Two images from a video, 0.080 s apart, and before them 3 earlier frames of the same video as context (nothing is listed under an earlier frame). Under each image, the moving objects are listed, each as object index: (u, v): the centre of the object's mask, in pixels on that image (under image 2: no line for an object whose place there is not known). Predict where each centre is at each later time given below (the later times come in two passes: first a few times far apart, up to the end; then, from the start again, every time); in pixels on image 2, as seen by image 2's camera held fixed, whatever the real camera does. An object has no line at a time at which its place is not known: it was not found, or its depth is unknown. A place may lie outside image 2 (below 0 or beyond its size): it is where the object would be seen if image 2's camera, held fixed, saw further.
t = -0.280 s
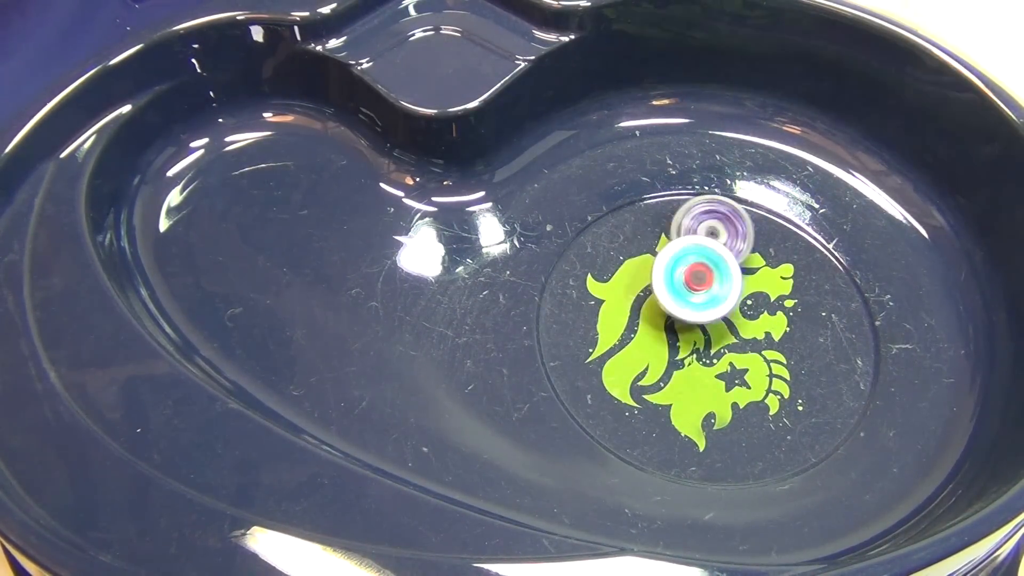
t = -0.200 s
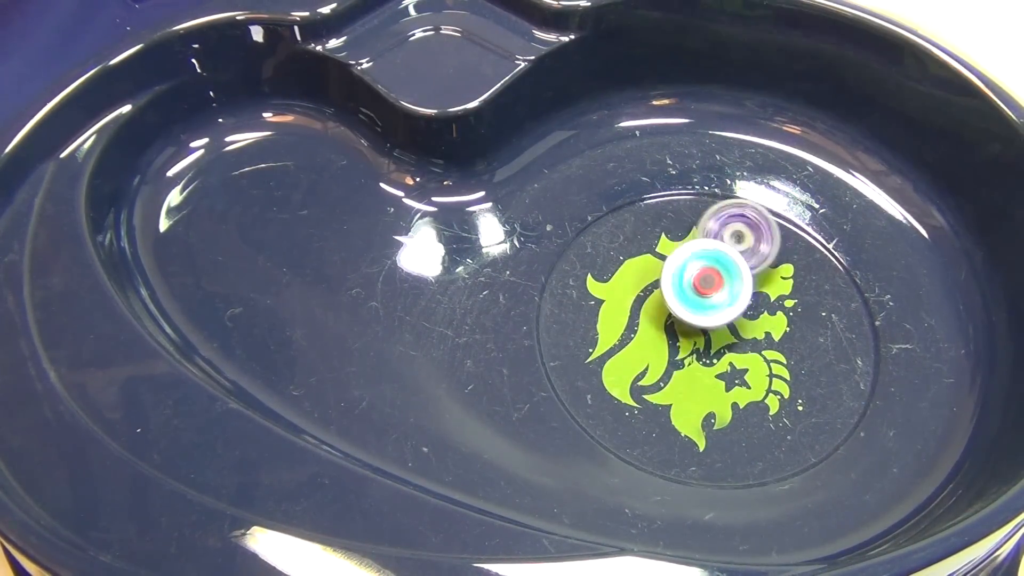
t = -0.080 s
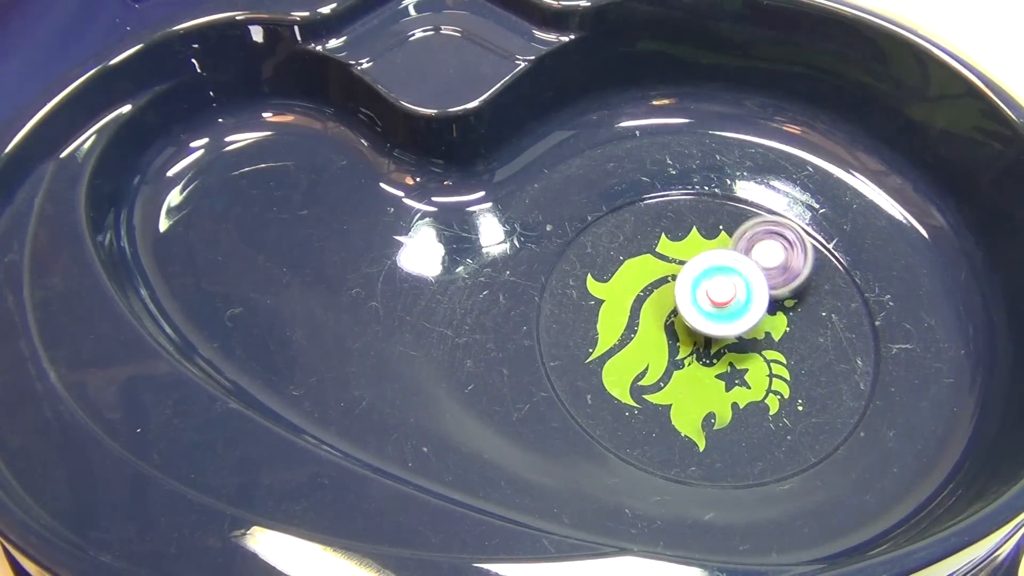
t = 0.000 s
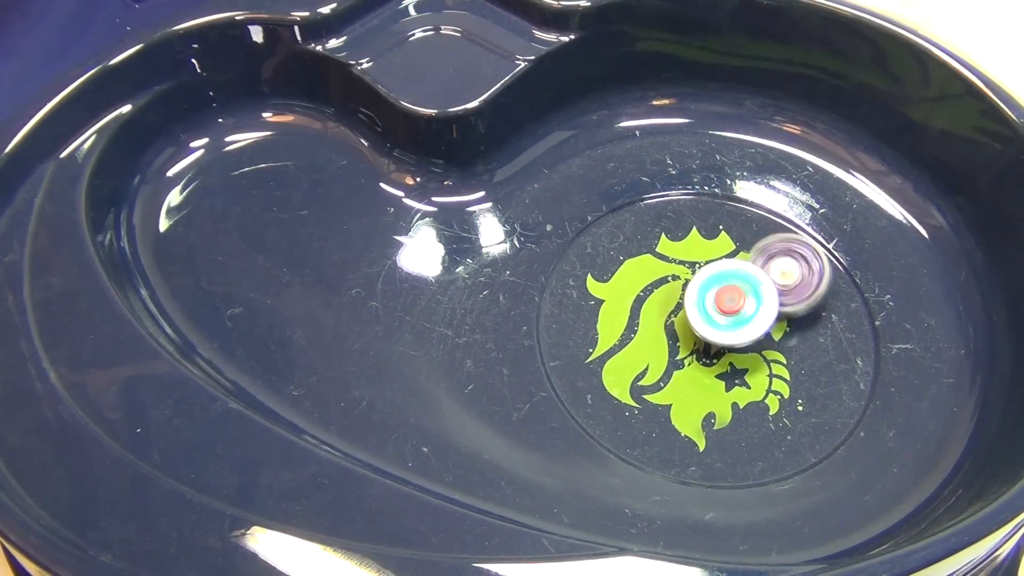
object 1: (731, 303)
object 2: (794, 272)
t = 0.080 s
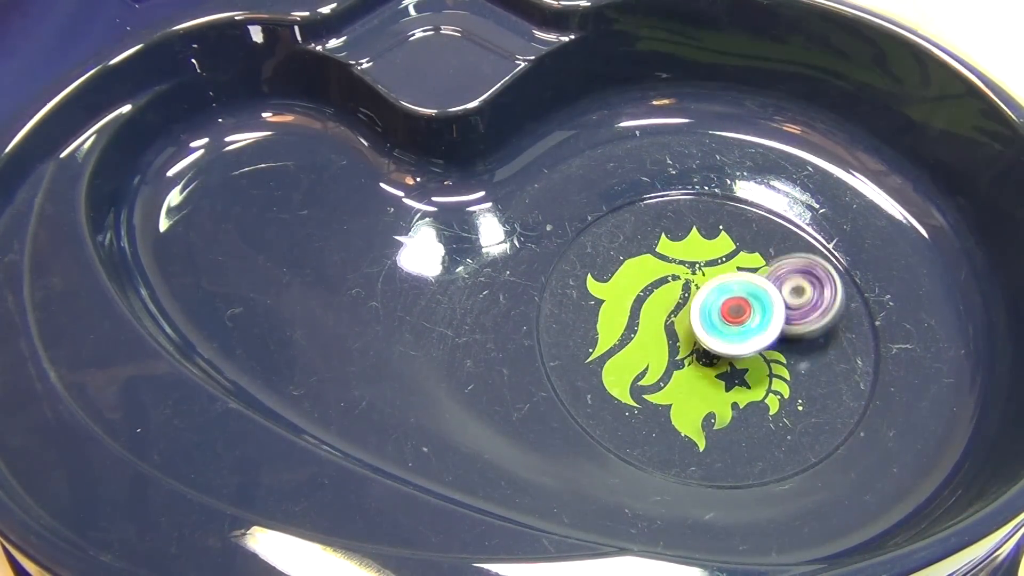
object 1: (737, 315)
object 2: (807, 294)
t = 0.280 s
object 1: (734, 342)
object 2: (809, 358)
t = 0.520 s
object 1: (703, 352)
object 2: (752, 413)
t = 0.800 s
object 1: (673, 321)
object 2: (660, 407)
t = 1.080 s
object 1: (690, 286)
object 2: (596, 333)
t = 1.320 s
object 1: (725, 287)
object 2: (603, 262)
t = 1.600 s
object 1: (743, 319)
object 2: (665, 227)
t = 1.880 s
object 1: (714, 344)
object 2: (756, 258)
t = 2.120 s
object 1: (679, 329)
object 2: (816, 326)
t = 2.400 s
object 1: (676, 290)
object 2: (808, 401)
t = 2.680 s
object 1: (710, 280)
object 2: (721, 421)
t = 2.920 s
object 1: (735, 304)
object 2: (624, 370)
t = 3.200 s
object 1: (721, 338)
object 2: (560, 275)
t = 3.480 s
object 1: (680, 334)
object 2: (608, 231)
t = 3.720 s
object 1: (669, 303)
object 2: (670, 232)
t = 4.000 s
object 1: (697, 284)
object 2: (801, 314)
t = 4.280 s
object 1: (731, 305)
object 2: (852, 380)
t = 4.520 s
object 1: (728, 335)
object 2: (802, 401)
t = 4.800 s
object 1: (676, 319)
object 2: (685, 394)
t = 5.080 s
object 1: (657, 271)
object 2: (619, 328)
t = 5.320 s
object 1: (690, 250)
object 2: (623, 276)
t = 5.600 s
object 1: (839, 304)
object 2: (664, 241)
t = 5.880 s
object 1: (835, 383)
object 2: (744, 292)
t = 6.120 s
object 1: (760, 444)
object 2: (786, 349)
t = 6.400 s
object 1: (597, 345)
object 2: (786, 337)
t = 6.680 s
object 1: (491, 193)
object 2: (784, 327)
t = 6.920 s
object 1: (505, 241)
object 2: (781, 321)
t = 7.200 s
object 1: (711, 379)
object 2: (777, 312)
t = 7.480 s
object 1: (843, 423)
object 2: (771, 305)
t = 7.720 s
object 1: (762, 364)
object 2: (764, 292)
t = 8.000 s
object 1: (648, 277)
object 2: (760, 285)
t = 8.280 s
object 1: (664, 229)
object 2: (737, 281)
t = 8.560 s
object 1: (673, 239)
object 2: (728, 289)
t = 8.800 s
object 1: (638, 281)
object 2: (720, 288)
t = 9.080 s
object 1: (614, 282)
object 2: (712, 290)
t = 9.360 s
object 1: (630, 295)
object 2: (709, 289)
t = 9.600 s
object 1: (637, 337)
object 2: (703, 290)
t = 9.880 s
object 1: (635, 344)
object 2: (694, 295)
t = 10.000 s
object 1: (641, 342)
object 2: (690, 293)
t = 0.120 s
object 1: (739, 321)
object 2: (812, 307)
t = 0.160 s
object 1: (740, 327)
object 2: (814, 320)
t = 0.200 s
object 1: (739, 332)
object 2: (814, 332)
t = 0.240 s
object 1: (737, 337)
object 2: (812, 345)
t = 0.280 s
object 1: (734, 342)
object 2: (809, 358)
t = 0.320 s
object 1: (730, 346)
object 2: (803, 370)
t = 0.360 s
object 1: (725, 349)
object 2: (795, 381)
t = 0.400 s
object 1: (720, 351)
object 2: (786, 391)
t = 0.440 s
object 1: (715, 353)
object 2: (776, 399)
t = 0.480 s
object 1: (709, 353)
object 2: (764, 407)
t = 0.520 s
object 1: (703, 352)
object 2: (752, 413)
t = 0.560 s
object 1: (697, 350)
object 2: (740, 416)
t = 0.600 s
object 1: (691, 347)
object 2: (726, 419)
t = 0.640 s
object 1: (686, 342)
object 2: (713, 420)
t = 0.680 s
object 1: (680, 338)
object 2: (699, 420)
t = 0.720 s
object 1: (677, 332)
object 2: (686, 417)
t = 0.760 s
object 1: (674, 326)
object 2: (672, 412)
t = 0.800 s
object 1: (673, 321)
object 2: (660, 407)
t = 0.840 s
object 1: (673, 314)
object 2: (647, 399)
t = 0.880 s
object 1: (673, 308)
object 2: (635, 391)
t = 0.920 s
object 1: (674, 302)
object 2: (625, 381)
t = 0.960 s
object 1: (677, 297)
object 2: (615, 370)
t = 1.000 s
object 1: (680, 293)
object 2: (607, 358)
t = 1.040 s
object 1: (685, 289)
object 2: (601, 345)
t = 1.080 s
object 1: (690, 286)
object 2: (596, 333)
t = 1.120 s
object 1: (695, 284)
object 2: (593, 320)
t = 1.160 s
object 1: (701, 283)
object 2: (592, 307)
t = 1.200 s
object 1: (707, 283)
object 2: (592, 295)
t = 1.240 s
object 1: (713, 283)
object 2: (594, 283)
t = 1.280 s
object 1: (719, 285)
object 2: (598, 272)
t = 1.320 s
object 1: (725, 287)
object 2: (603, 262)
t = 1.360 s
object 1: (730, 290)
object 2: (609, 254)
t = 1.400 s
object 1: (734, 294)
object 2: (616, 245)
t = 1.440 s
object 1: (738, 298)
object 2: (624, 239)
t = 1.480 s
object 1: (741, 304)
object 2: (633, 234)
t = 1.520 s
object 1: (743, 309)
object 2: (643, 231)
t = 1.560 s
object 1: (744, 314)
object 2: (654, 228)
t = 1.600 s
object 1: (743, 319)
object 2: (665, 227)
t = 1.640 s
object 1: (742, 324)
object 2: (677, 227)
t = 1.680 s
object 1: (740, 329)
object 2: (689, 230)
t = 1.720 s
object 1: (736, 334)
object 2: (701, 232)
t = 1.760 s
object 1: (732, 337)
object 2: (715, 236)
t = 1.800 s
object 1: (726, 341)
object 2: (728, 243)
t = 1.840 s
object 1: (720, 343)
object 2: (742, 250)
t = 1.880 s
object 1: (714, 344)
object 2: (756, 258)
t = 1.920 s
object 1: (708, 344)
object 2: (769, 268)
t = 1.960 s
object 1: (701, 343)
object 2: (781, 278)
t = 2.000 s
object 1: (695, 341)
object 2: (791, 290)
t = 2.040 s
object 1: (688, 338)
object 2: (802, 301)
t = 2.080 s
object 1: (683, 334)
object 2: (810, 314)
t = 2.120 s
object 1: (679, 329)
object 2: (816, 326)
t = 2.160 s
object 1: (675, 323)
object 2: (821, 339)
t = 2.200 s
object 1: (672, 318)
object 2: (823, 350)
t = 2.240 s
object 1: (671, 311)
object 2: (824, 362)
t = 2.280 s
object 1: (671, 306)
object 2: (823, 373)
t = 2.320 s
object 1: (671, 299)
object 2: (819, 383)
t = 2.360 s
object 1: (673, 295)
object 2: (815, 392)
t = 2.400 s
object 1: (676, 290)
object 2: (808, 401)
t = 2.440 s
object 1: (679, 286)
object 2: (800, 408)
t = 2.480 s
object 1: (683, 283)
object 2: (791, 414)
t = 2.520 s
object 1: (688, 281)
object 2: (779, 419)
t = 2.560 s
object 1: (693, 279)
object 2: (767, 422)
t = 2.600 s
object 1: (699, 279)
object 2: (753, 423)
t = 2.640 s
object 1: (705, 279)
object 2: (738, 423)
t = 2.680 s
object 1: (710, 280)
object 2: (721, 421)
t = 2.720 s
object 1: (716, 282)
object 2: (705, 417)
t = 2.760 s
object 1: (721, 285)
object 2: (688, 410)
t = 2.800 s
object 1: (726, 289)
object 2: (672, 403)
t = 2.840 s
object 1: (730, 293)
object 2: (655, 393)
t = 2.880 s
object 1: (733, 298)
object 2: (639, 382)
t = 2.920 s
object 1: (735, 304)
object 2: (624, 370)
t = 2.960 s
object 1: (736, 309)
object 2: (608, 355)
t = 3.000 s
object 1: (737, 315)
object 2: (595, 340)
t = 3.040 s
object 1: (736, 320)
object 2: (584, 326)
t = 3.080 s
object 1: (734, 325)
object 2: (573, 311)
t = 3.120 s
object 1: (731, 330)
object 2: (566, 298)
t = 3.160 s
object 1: (726, 334)
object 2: (561, 285)
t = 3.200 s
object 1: (721, 338)
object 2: (560, 275)
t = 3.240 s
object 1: (716, 341)
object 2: (569, 271)
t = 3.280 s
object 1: (710, 342)
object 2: (578, 263)
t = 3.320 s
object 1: (704, 343)
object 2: (584, 255)
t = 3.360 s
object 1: (697, 342)
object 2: (590, 247)
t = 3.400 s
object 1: (691, 341)
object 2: (596, 241)
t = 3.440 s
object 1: (685, 338)
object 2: (601, 236)
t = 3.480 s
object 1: (680, 334)
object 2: (608, 231)
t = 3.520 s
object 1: (676, 329)
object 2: (615, 229)
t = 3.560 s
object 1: (672, 325)
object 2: (624, 227)
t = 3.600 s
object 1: (670, 320)
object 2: (633, 228)
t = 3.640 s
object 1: (668, 314)
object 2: (644, 229)
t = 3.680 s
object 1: (668, 309)
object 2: (657, 230)
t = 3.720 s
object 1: (669, 303)
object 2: (670, 232)
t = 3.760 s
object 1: (670, 298)
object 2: (686, 236)
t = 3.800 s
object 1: (673, 294)
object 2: (706, 243)
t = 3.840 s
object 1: (676, 291)
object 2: (727, 255)
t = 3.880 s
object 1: (681, 288)
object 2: (747, 272)
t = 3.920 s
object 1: (686, 286)
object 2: (765, 286)
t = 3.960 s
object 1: (692, 285)
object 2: (782, 300)
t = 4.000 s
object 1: (697, 284)
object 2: (801, 314)
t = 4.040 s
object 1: (703, 285)
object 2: (817, 326)
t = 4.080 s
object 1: (709, 287)
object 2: (831, 338)
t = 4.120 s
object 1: (714, 289)
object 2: (841, 348)
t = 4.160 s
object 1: (720, 292)
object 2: (847, 359)
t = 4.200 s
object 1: (724, 296)
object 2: (851, 367)
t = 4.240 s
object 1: (728, 300)
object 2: (853, 374)
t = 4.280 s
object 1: (731, 305)
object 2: (852, 380)
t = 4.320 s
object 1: (733, 310)
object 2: (850, 387)
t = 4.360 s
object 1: (734, 316)
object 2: (844, 391)
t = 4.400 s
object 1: (734, 321)
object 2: (838, 396)
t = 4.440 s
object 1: (733, 326)
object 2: (829, 399)
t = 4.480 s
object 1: (731, 331)
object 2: (817, 400)
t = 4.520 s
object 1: (728, 335)
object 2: (802, 401)
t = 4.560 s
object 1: (724, 339)
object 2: (785, 400)
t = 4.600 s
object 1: (718, 341)
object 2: (768, 399)
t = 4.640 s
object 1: (708, 336)
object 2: (751, 402)
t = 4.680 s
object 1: (698, 333)
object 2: (733, 402)
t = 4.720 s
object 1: (691, 330)
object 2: (716, 399)
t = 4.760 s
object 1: (683, 325)
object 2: (699, 396)
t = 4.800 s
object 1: (676, 319)
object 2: (685, 394)
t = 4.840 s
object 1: (669, 313)
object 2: (672, 387)
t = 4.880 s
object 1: (663, 307)
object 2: (660, 378)
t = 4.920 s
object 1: (659, 301)
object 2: (649, 369)
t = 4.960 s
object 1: (657, 293)
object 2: (640, 357)
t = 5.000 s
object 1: (656, 284)
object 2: (631, 349)
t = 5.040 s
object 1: (656, 278)
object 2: (624, 338)
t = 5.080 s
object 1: (657, 271)
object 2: (619, 328)
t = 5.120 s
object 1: (659, 265)
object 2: (617, 318)
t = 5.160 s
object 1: (663, 261)
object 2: (614, 307)
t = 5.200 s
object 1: (669, 256)
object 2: (614, 298)
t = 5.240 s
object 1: (676, 253)
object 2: (615, 289)
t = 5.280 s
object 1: (683, 251)
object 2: (619, 283)
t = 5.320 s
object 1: (690, 250)
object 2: (623, 276)
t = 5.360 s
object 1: (700, 251)
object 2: (629, 269)
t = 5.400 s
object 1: (723, 258)
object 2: (630, 259)
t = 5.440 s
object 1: (750, 265)
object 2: (633, 249)
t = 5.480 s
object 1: (774, 274)
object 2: (639, 242)
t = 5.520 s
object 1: (799, 283)
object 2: (646, 239)
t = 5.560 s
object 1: (821, 293)
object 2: (654, 239)
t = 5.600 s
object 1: (839, 304)
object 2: (664, 241)
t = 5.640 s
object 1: (854, 313)
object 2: (674, 243)
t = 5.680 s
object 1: (865, 324)
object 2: (684, 247)
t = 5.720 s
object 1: (864, 333)
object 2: (696, 252)
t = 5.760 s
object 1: (858, 344)
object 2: (707, 259)
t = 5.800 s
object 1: (851, 357)
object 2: (719, 269)
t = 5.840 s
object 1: (843, 370)
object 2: (732, 280)
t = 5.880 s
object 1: (835, 383)
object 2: (744, 292)
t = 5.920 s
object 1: (829, 395)
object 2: (756, 307)
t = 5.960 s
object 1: (819, 406)
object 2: (765, 319)
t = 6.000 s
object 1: (809, 416)
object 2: (772, 334)
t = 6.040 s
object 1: (798, 425)
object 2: (778, 347)
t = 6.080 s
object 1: (783, 434)
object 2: (783, 356)
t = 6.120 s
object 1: (760, 444)
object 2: (786, 349)
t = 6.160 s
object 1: (737, 447)
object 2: (788, 344)
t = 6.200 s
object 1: (718, 442)
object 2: (789, 343)
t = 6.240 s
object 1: (699, 429)
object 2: (789, 344)
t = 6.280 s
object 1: (677, 412)
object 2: (787, 343)
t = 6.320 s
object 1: (650, 391)
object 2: (786, 341)
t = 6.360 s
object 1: (624, 368)
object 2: (785, 339)
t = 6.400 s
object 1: (597, 345)
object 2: (786, 337)
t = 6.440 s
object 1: (569, 323)
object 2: (785, 336)
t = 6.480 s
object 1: (551, 300)
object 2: (784, 333)
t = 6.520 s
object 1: (538, 279)
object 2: (784, 332)
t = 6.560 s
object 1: (526, 257)
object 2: (785, 331)
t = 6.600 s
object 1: (513, 233)
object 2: (785, 329)
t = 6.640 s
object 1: (501, 211)
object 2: (784, 328)
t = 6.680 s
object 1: (491, 193)
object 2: (784, 327)
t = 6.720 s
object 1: (486, 182)
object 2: (784, 325)
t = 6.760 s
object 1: (487, 190)
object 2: (785, 325)
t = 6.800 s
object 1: (490, 202)
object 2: (784, 324)
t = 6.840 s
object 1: (495, 214)
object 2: (783, 323)
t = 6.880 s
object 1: (500, 227)
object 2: (782, 322)
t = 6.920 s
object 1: (505, 241)
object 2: (781, 321)
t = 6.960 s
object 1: (517, 255)
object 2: (781, 319)
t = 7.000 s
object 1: (538, 273)
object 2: (780, 318)
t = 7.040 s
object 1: (567, 295)
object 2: (779, 317)
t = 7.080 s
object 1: (603, 318)
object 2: (778, 315)
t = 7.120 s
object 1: (640, 340)
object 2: (777, 314)
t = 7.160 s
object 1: (675, 360)
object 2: (777, 313)
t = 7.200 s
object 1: (711, 379)
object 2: (777, 312)
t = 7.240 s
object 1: (742, 398)
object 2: (776, 311)
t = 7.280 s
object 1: (772, 416)
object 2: (775, 310)
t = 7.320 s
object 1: (798, 432)
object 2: (774, 308)
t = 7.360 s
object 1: (818, 437)
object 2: (773, 307)
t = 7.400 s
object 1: (832, 435)
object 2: (773, 306)
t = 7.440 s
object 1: (841, 431)
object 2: (772, 305)
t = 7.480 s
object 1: (843, 423)
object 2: (771, 305)
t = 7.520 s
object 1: (838, 414)
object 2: (769, 303)
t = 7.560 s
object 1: (829, 404)
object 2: (769, 302)
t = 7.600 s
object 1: (815, 392)
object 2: (768, 302)
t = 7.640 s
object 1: (798, 381)
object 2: (767, 300)
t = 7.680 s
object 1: (781, 371)
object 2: (766, 298)
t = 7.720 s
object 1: (762, 364)
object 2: (764, 292)
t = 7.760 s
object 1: (741, 356)
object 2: (766, 289)
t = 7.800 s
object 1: (720, 347)
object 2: (765, 288)
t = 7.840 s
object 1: (701, 335)
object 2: (764, 286)
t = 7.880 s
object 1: (683, 321)
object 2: (764, 286)
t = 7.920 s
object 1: (669, 307)
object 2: (764, 287)
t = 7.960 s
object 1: (657, 291)
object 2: (762, 287)
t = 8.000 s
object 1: (648, 277)
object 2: (760, 285)
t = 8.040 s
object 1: (643, 264)
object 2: (759, 283)
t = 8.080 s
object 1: (642, 252)
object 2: (759, 283)
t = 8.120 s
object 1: (643, 244)
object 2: (757, 285)
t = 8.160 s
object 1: (647, 237)
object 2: (753, 285)
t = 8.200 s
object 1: (651, 232)
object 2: (748, 284)
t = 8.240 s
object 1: (658, 229)
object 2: (743, 284)
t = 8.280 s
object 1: (664, 229)
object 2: (737, 281)
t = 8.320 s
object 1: (667, 225)
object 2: (738, 282)
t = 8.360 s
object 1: (671, 226)
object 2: (736, 284)
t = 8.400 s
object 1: (671, 225)
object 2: (736, 288)
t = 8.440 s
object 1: (672, 226)
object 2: (734, 289)
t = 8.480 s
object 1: (672, 229)
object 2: (730, 291)
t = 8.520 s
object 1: (672, 233)
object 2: (728, 289)
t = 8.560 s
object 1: (673, 239)
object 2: (728, 289)
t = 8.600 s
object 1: (669, 245)
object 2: (729, 288)
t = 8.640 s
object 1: (664, 253)
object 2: (731, 291)
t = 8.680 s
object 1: (659, 261)
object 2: (729, 294)
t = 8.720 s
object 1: (653, 269)
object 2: (725, 293)
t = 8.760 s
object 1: (646, 277)
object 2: (722, 292)
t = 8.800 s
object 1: (638, 281)
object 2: (720, 288)
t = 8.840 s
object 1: (631, 285)
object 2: (717, 286)
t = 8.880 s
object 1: (623, 286)
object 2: (715, 286)
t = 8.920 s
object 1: (618, 286)
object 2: (714, 287)
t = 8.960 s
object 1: (615, 285)
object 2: (714, 286)
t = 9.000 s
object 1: (613, 283)
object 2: (714, 287)
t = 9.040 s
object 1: (612, 282)
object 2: (715, 288)
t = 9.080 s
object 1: (614, 282)
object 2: (712, 290)
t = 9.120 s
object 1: (614, 283)
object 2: (710, 290)
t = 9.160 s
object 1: (614, 284)
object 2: (708, 289)
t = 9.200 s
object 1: (615, 284)
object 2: (708, 288)
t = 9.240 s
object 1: (617, 284)
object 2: (708, 289)
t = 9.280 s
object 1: (621, 287)
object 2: (709, 289)
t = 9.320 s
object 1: (625, 290)
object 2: (709, 290)
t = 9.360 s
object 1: (630, 295)
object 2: (709, 289)
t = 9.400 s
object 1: (634, 302)
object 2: (707, 288)
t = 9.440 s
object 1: (637, 309)
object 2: (706, 287)
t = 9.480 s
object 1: (639, 318)
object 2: (703, 286)
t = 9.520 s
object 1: (640, 325)
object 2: (702, 286)
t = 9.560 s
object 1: (639, 331)
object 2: (702, 288)
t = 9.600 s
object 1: (637, 337)
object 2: (703, 290)
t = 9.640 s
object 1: (635, 341)
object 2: (702, 290)
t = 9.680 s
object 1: (633, 344)
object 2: (700, 290)
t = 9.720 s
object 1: (631, 345)
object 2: (698, 291)
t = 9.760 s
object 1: (631, 345)
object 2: (697, 292)
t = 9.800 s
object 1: (632, 346)
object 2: (697, 293)
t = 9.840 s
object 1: (633, 345)
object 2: (696, 294)
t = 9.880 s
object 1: (635, 344)
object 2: (694, 295)
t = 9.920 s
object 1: (636, 344)
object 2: (693, 295)
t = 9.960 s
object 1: (637, 343)
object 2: (690, 294)
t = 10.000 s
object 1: (641, 342)
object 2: (690, 293)
